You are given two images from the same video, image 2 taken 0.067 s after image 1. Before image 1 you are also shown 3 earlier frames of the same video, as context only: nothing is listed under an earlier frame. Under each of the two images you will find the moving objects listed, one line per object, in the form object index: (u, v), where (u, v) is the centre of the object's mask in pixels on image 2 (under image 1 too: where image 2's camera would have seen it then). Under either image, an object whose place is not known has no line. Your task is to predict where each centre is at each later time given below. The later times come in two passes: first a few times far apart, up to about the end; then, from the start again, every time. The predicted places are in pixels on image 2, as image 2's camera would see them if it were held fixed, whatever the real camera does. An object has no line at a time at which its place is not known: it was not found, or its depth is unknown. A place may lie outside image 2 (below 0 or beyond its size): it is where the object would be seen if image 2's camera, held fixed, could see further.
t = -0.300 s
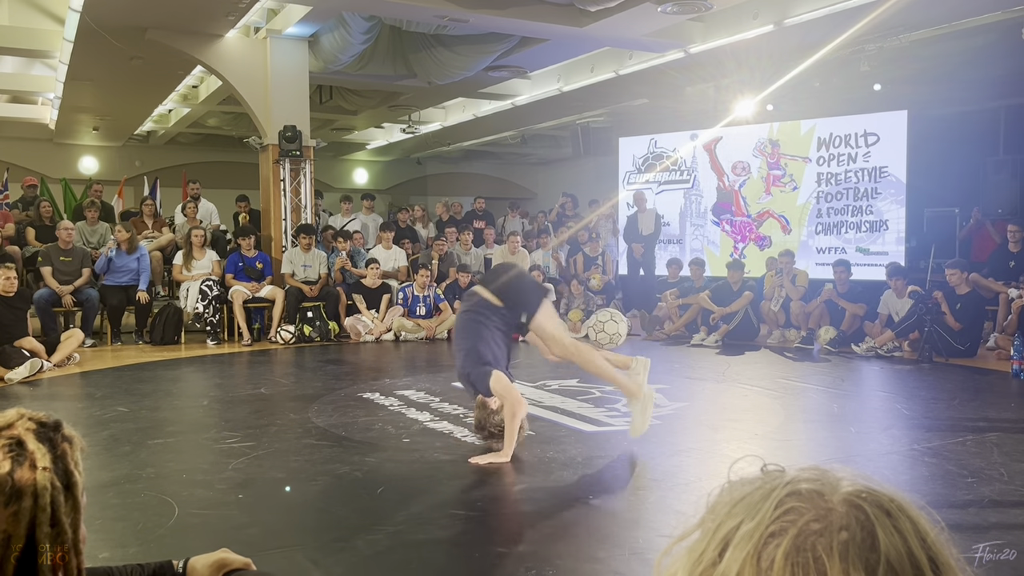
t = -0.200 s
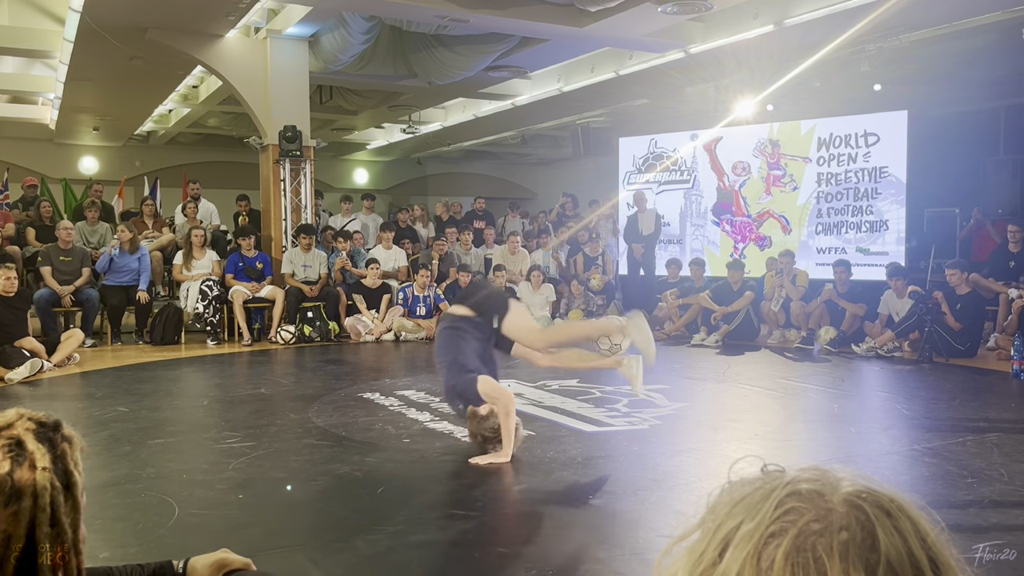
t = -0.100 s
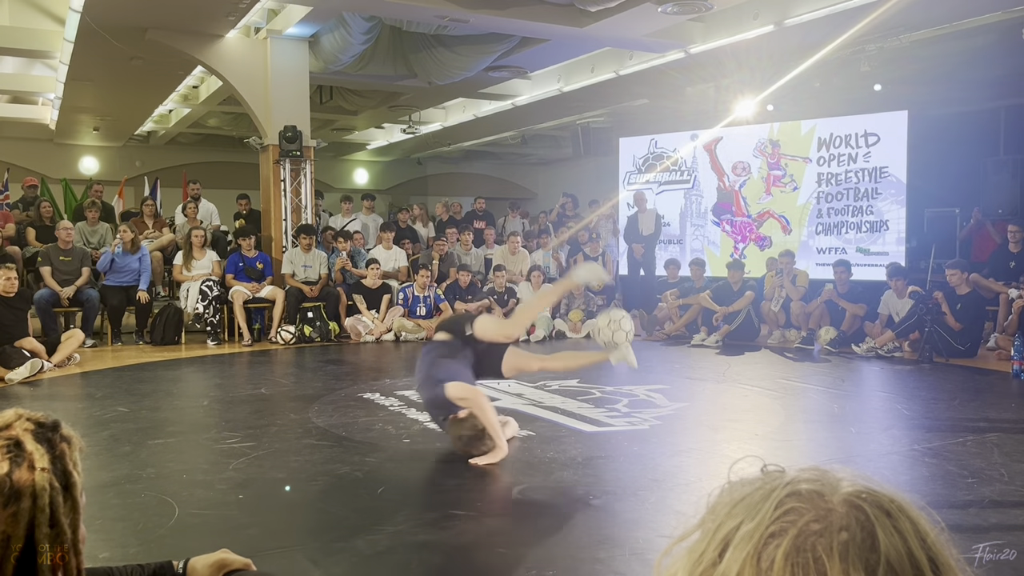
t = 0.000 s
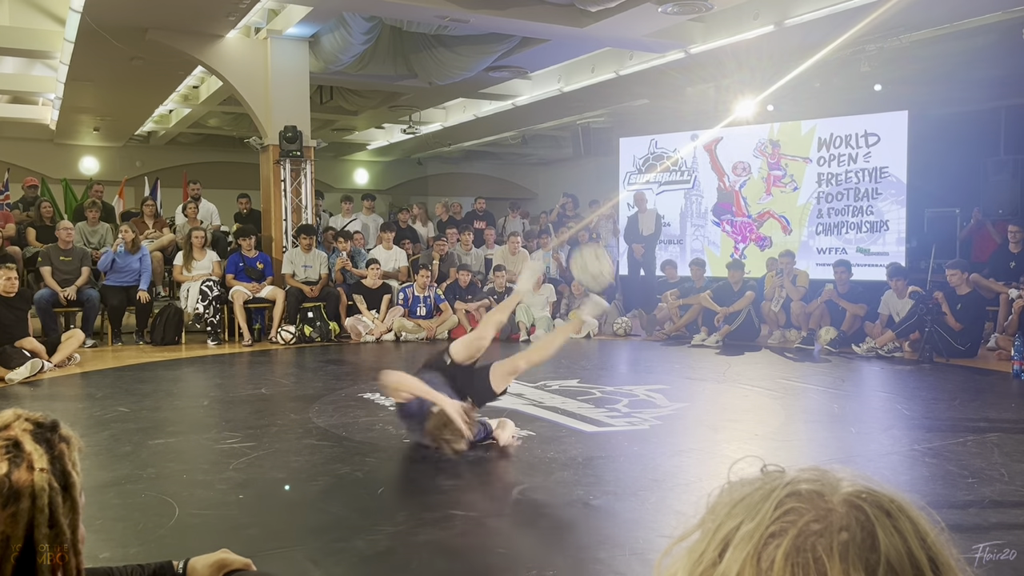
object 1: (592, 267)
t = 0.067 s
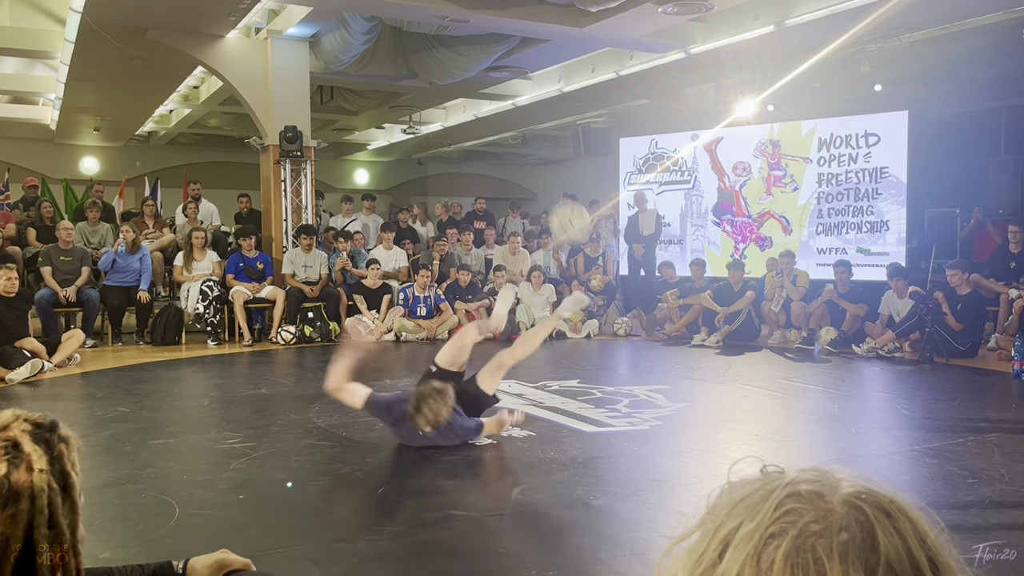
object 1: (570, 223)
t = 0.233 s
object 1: (517, 152)
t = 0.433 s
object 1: (457, 135)
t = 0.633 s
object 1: (398, 185)
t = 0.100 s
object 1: (559, 204)
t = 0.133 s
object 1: (549, 188)
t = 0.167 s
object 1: (538, 175)
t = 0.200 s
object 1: (527, 162)
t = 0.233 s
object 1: (517, 152)
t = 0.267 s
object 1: (507, 144)
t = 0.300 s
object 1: (497, 137)
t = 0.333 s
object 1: (487, 134)
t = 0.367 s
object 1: (477, 132)
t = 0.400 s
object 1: (467, 133)
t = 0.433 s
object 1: (457, 135)
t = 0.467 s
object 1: (447, 138)
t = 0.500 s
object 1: (437, 144)
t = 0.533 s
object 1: (427, 152)
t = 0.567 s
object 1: (417, 161)
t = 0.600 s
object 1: (407, 172)
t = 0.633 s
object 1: (398, 185)
